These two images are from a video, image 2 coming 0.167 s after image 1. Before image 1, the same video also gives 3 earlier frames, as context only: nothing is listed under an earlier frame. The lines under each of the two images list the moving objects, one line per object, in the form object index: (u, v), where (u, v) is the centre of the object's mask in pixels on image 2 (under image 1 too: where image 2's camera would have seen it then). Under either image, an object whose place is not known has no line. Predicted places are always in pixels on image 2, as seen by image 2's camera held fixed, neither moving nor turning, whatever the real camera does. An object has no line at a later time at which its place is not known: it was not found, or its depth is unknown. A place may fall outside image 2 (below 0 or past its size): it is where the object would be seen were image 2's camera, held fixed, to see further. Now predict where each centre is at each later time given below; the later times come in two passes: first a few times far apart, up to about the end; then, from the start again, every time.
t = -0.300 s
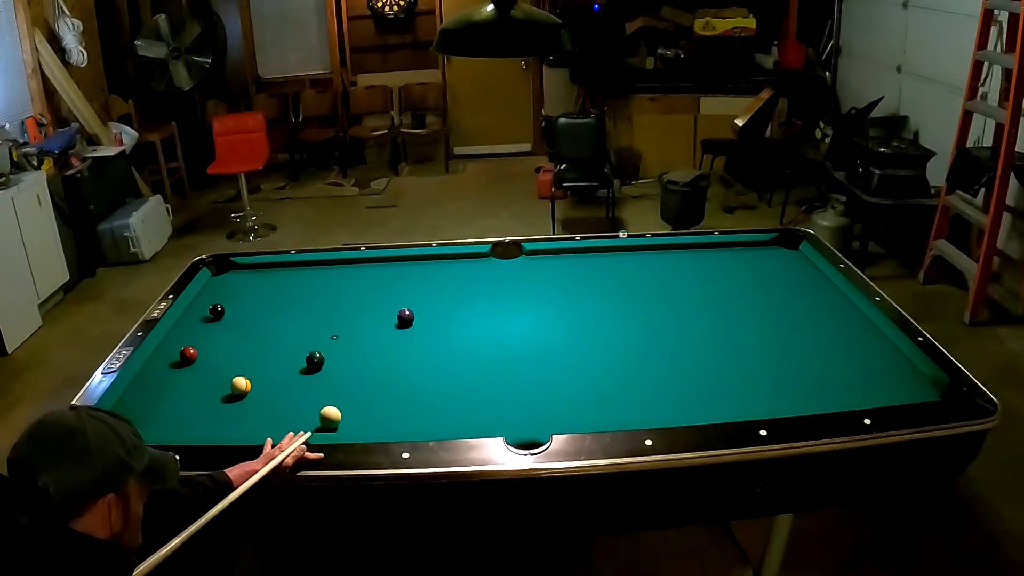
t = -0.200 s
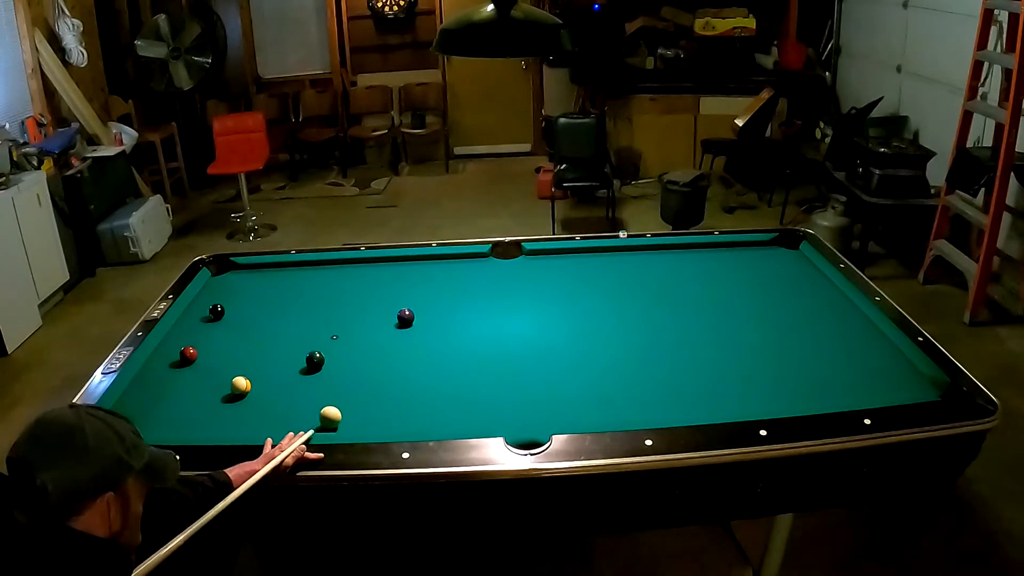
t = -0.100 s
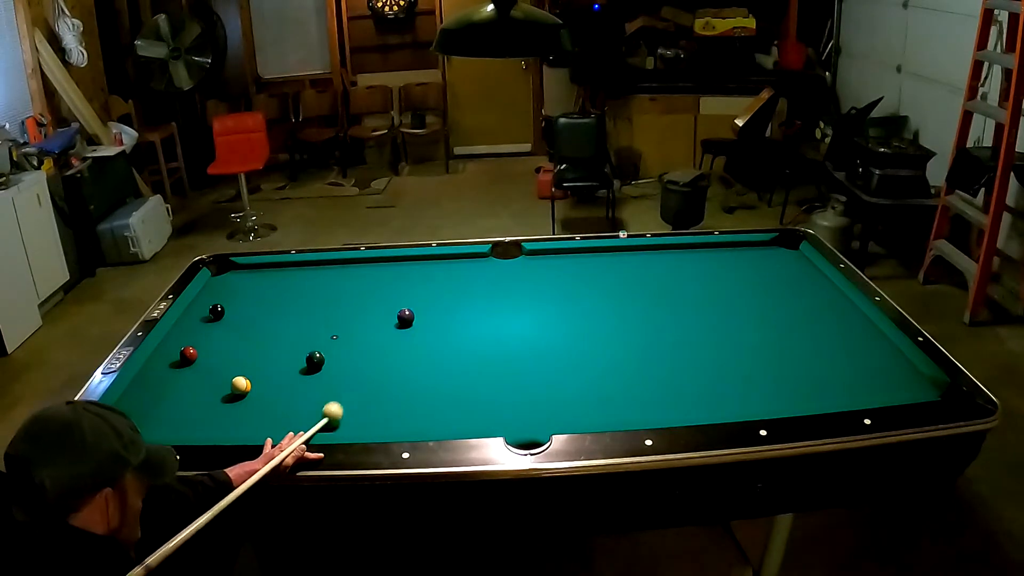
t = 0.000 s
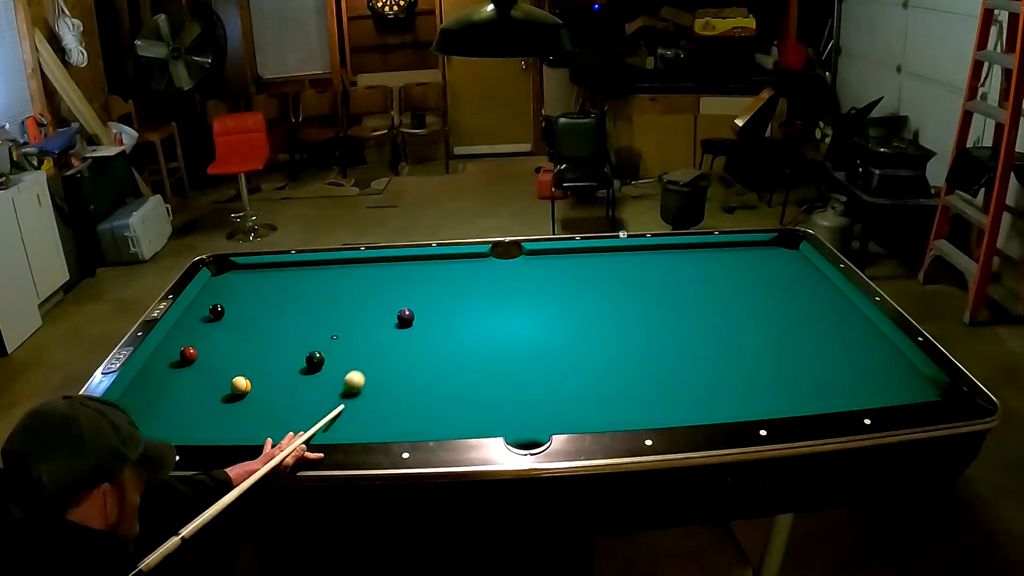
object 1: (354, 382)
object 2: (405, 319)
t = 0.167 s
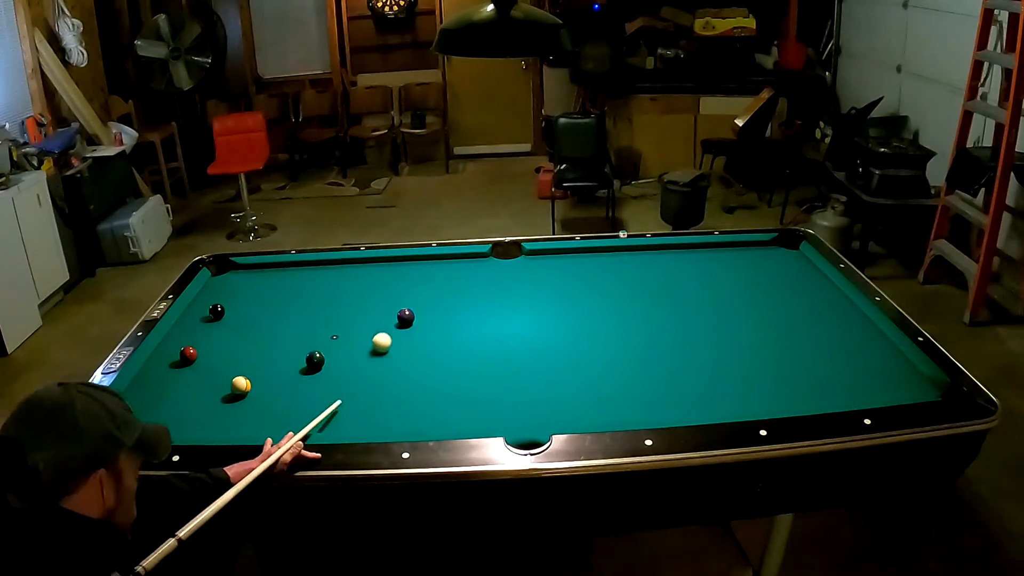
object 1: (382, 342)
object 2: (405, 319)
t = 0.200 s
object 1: (386, 335)
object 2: (405, 319)
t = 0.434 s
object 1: (384, 315)
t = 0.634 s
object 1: (376, 304)
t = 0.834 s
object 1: (369, 294)
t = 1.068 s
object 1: (362, 284)
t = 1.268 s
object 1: (356, 276)
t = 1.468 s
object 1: (352, 269)
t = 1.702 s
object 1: (346, 262)
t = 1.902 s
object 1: (341, 266)
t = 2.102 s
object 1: (337, 269)
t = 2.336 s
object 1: (333, 273)
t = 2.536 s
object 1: (330, 276)
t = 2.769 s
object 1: (328, 279)
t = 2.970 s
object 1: (326, 281)
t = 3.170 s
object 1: (326, 282)
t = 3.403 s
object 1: (326, 283)
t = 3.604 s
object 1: (326, 283)
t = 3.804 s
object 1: (326, 283)
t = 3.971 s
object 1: (326, 283)
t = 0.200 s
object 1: (386, 335)
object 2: (405, 319)
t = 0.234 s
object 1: (391, 329)
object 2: (406, 318)
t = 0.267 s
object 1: (394, 324)
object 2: (408, 316)
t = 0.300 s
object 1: (391, 323)
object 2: (413, 313)
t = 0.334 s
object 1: (388, 321)
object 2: (419, 308)
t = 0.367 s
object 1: (387, 319)
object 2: (425, 304)
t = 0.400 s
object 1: (385, 317)
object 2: (429, 301)
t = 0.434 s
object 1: (384, 315)
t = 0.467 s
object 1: (382, 313)
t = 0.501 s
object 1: (381, 312)
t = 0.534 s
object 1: (380, 310)
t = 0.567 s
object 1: (378, 308)
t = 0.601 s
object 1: (377, 306)
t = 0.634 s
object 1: (376, 304)
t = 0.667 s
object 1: (375, 302)
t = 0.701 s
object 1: (373, 301)
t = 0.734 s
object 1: (372, 299)
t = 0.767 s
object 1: (371, 297)
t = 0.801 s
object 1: (370, 296)
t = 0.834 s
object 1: (369, 294)
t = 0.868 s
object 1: (368, 293)
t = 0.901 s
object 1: (367, 291)
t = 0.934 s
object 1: (365, 290)
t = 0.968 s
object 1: (364, 288)
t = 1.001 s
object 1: (363, 287)
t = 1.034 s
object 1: (362, 285)
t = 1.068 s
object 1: (362, 284)
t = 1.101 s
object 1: (361, 283)
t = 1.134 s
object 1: (360, 281)
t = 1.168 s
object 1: (359, 280)
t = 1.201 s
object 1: (358, 279)
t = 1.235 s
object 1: (357, 278)
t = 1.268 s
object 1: (356, 276)
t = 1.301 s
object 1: (355, 275)
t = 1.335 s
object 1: (355, 274)
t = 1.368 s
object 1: (354, 273)
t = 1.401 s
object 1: (353, 271)
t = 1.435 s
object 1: (352, 270)
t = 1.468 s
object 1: (352, 269)
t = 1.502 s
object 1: (351, 268)
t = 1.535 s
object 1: (350, 267)
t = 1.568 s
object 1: (349, 266)
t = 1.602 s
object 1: (349, 265)
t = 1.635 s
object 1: (348, 264)
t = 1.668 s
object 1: (347, 263)
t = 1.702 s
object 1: (346, 262)
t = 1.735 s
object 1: (345, 263)
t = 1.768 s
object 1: (344, 263)
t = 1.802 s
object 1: (344, 264)
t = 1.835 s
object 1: (343, 264)
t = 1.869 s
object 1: (342, 265)
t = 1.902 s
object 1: (341, 266)
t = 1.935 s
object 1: (341, 266)
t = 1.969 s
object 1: (340, 267)
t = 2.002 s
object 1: (339, 268)
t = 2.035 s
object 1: (338, 268)
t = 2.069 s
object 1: (338, 269)
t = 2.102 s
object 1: (337, 269)
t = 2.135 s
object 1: (336, 270)
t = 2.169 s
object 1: (336, 271)
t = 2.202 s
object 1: (335, 271)
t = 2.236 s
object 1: (334, 272)
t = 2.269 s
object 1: (334, 272)
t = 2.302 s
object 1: (333, 273)
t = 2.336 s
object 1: (333, 273)
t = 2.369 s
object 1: (332, 274)
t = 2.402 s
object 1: (332, 274)
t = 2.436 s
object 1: (331, 275)
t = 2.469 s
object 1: (331, 275)
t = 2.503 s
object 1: (330, 276)
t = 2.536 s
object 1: (330, 276)
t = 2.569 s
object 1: (329, 277)
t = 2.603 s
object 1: (329, 277)
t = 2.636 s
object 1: (329, 277)
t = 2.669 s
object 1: (328, 278)
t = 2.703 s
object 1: (328, 278)
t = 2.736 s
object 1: (328, 279)
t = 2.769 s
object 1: (328, 279)
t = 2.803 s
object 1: (327, 279)
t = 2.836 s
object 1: (327, 280)
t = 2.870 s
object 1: (327, 280)
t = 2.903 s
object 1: (327, 280)
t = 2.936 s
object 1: (326, 280)
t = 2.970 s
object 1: (326, 281)
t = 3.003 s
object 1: (326, 281)
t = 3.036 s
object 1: (326, 281)
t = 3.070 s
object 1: (326, 281)
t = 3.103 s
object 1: (326, 282)
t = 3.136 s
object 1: (326, 282)
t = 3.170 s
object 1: (326, 282)
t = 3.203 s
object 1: (326, 282)
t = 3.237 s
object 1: (326, 282)
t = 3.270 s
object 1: (326, 282)
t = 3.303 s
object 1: (326, 282)
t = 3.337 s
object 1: (326, 283)
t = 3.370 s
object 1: (326, 283)
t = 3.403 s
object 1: (326, 283)
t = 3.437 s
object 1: (326, 283)
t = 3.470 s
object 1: (326, 283)
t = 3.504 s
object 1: (326, 283)
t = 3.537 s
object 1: (326, 283)
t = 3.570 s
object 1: (326, 283)
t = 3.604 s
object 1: (326, 283)
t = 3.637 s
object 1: (326, 283)
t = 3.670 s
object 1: (326, 283)
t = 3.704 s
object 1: (326, 283)
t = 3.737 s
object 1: (326, 283)
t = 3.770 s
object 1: (326, 283)
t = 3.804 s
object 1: (326, 283)
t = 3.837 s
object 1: (325, 283)
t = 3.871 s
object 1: (326, 283)
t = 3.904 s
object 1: (325, 283)
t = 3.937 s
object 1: (325, 283)
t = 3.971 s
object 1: (326, 283)
